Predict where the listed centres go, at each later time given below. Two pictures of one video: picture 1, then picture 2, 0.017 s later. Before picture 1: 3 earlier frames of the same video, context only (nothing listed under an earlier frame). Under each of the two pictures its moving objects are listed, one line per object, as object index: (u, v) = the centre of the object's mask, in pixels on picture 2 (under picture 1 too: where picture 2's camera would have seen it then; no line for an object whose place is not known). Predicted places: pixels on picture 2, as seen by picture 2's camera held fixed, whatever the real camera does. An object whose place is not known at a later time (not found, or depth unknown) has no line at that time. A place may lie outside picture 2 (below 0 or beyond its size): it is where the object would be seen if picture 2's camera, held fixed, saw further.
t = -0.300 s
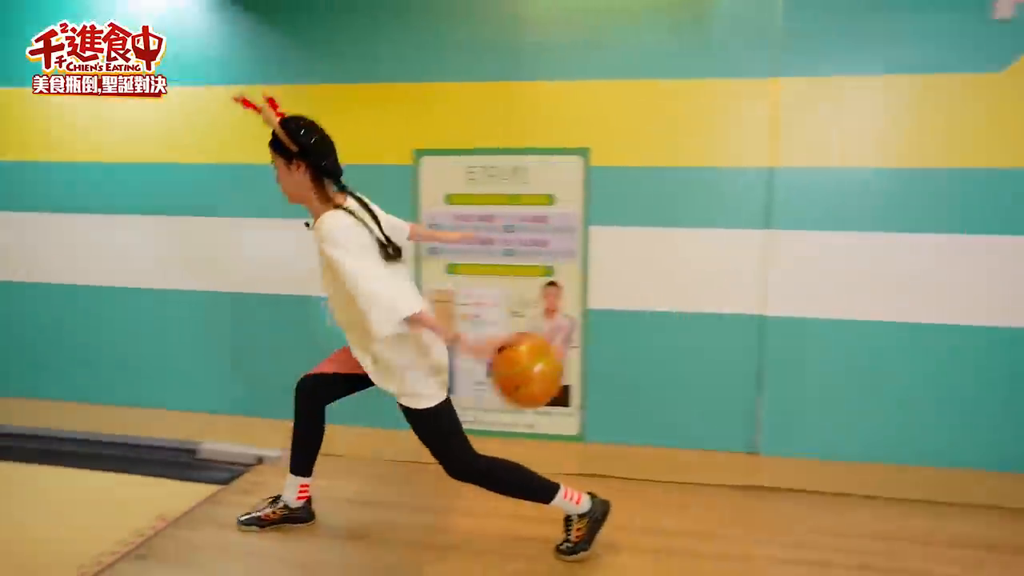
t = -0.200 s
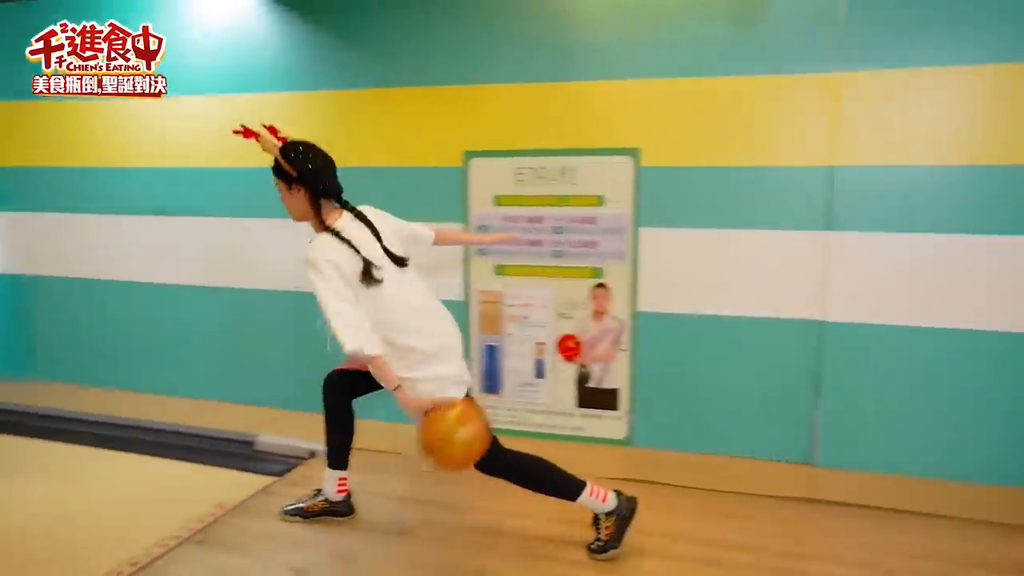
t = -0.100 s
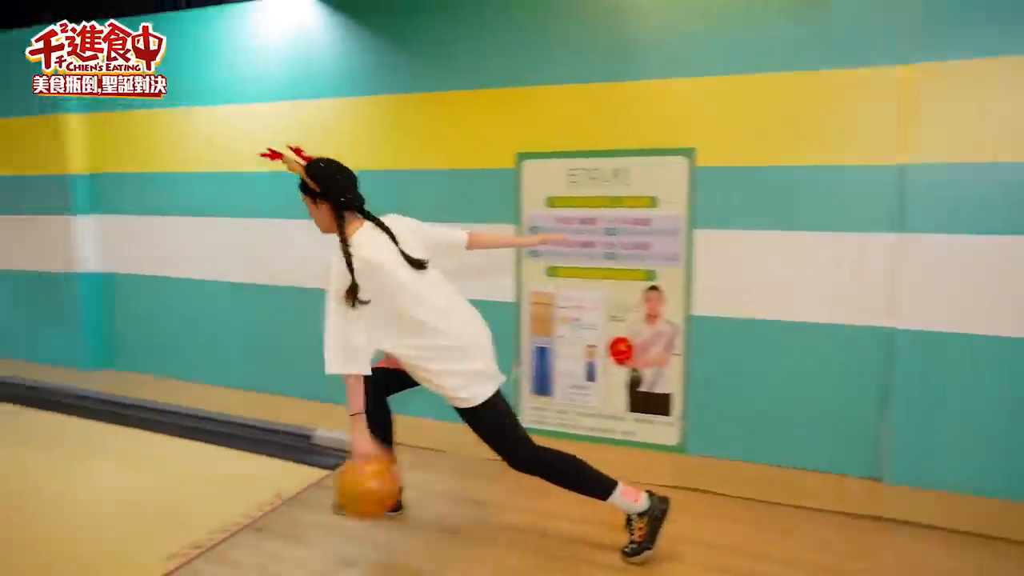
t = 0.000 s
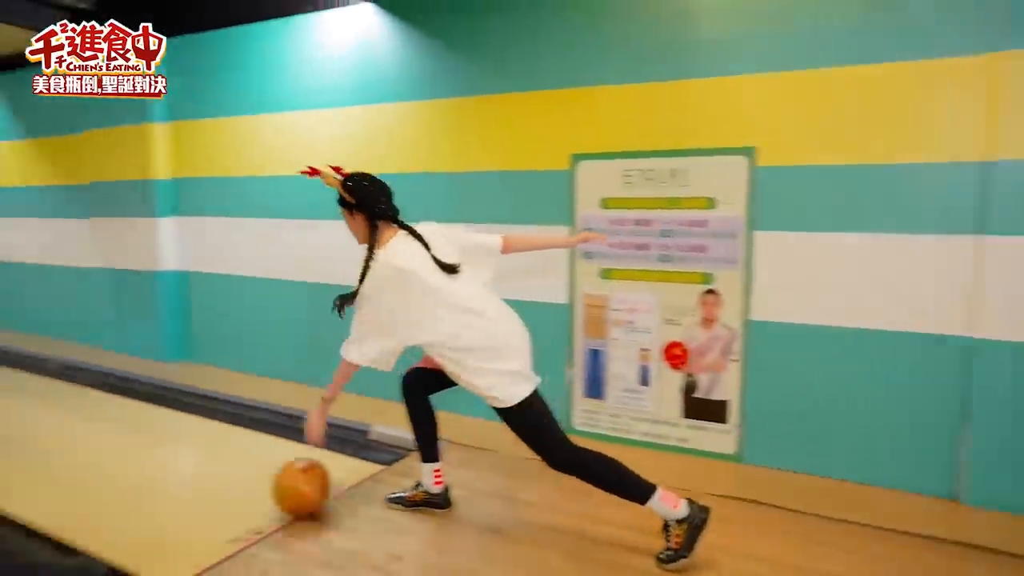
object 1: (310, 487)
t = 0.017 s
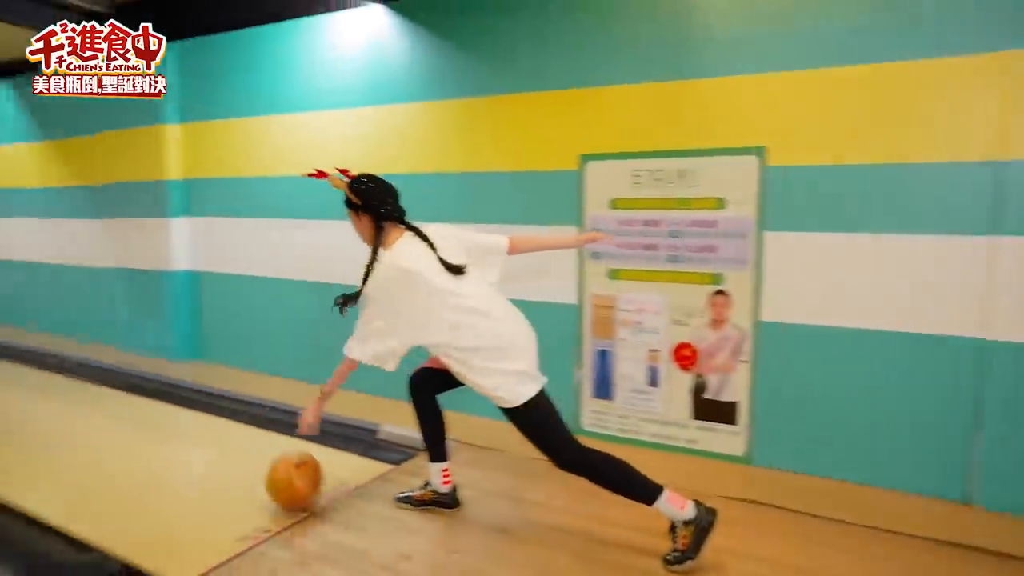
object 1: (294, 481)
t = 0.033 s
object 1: (278, 472)
